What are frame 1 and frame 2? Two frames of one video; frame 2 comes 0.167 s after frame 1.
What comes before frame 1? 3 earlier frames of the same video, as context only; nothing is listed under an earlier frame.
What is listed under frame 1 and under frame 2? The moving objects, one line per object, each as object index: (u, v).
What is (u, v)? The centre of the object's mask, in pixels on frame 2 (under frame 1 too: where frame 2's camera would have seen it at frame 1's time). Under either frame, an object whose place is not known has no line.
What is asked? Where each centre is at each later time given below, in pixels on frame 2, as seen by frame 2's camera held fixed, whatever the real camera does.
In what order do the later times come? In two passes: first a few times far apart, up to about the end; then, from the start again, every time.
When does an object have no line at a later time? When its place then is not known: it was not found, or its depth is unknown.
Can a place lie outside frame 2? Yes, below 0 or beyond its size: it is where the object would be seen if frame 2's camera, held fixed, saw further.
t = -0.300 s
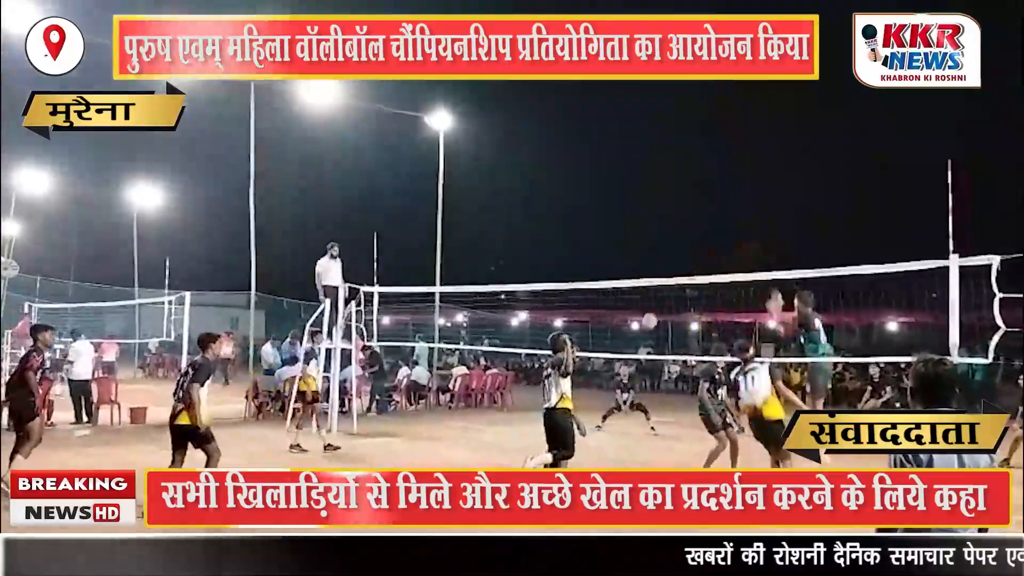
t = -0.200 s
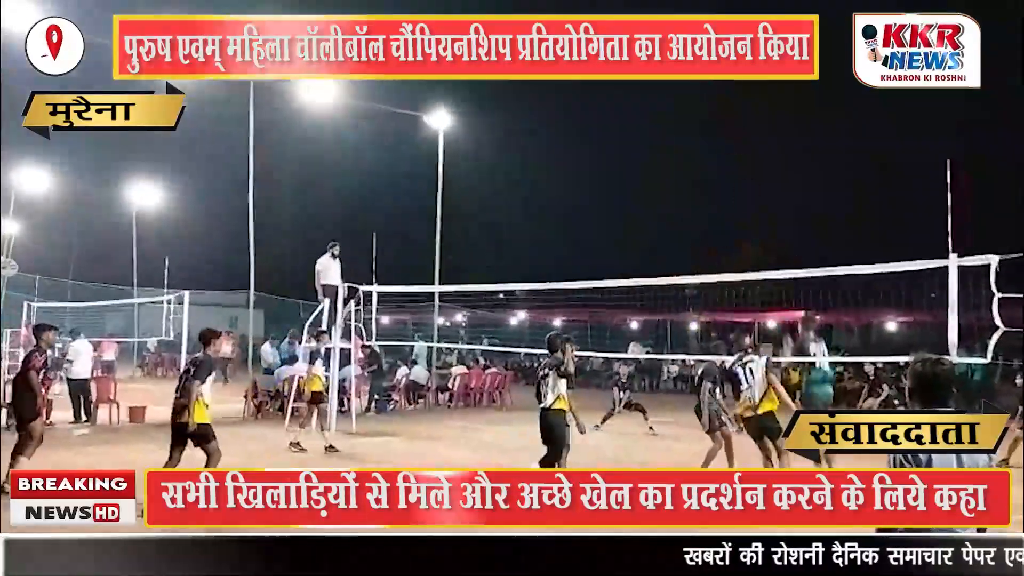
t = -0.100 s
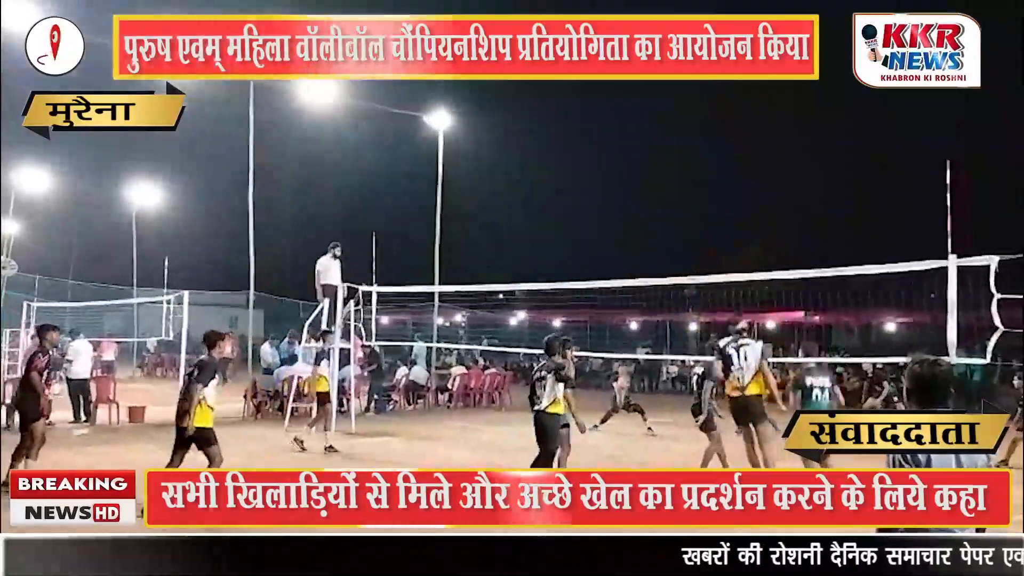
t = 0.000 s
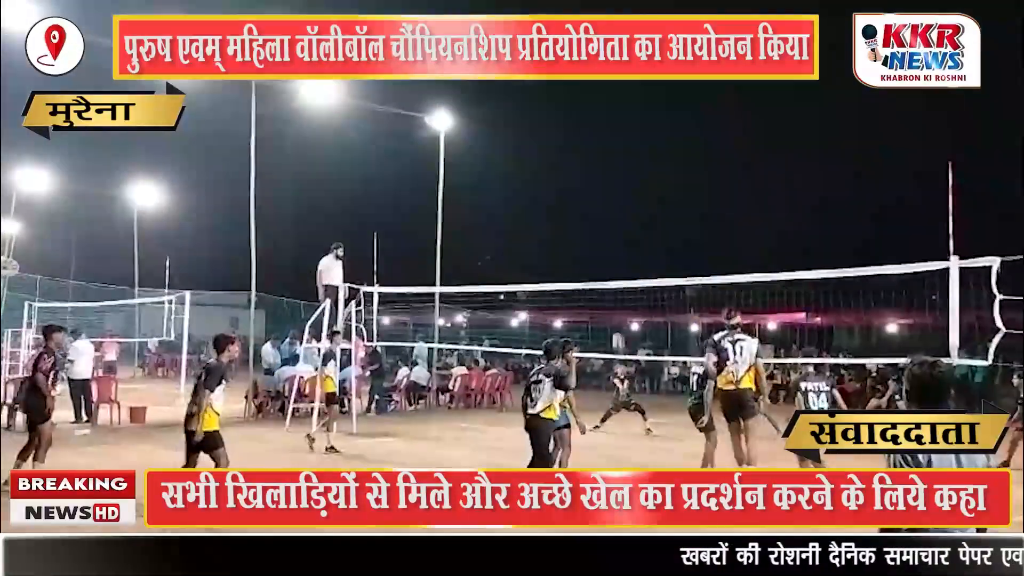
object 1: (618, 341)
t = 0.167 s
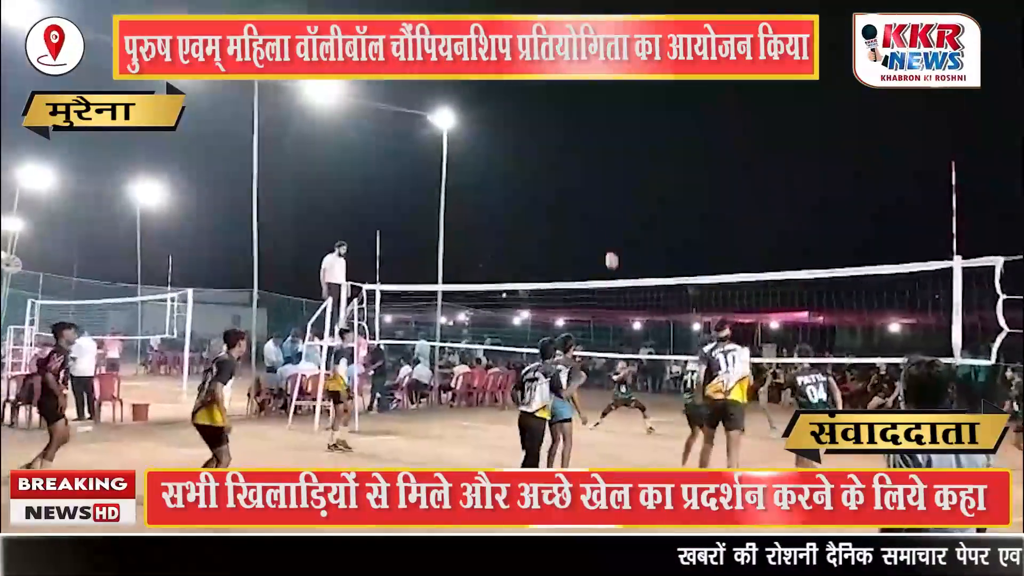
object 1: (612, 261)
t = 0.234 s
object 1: (609, 232)
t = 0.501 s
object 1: (600, 151)
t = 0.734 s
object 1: (591, 118)
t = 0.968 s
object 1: (580, 116)
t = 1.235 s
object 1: (568, 143)
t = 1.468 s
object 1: (559, 196)
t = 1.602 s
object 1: (554, 237)
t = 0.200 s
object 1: (610, 246)
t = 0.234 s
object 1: (609, 232)
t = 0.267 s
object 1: (608, 219)
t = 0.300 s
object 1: (607, 207)
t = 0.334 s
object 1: (606, 195)
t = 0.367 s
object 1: (605, 184)
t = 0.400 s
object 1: (604, 175)
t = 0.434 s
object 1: (602, 166)
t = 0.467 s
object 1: (601, 158)
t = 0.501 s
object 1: (600, 151)
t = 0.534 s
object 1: (599, 144)
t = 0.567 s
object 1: (597, 137)
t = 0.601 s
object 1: (596, 133)
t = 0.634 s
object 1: (595, 128)
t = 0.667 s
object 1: (593, 124)
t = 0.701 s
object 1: (592, 121)
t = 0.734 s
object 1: (591, 118)
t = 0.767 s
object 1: (589, 116)
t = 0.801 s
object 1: (588, 115)
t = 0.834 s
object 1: (586, 114)
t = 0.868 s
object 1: (585, 114)
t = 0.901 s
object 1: (584, 113)
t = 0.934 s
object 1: (582, 114)
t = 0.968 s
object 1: (580, 116)
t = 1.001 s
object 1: (579, 117)
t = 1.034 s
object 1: (578, 119)
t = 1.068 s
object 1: (576, 122)
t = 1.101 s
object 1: (574, 125)
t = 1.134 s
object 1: (573, 129)
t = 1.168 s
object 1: (572, 133)
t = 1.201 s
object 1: (570, 137)
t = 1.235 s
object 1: (568, 143)
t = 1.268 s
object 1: (567, 149)
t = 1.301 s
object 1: (565, 155)
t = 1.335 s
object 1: (564, 162)
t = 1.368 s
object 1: (562, 170)
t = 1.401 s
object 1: (561, 178)
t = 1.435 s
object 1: (559, 187)
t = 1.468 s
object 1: (559, 196)
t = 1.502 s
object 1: (558, 205)
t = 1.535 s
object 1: (556, 216)
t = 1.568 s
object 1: (555, 226)
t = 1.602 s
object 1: (554, 237)
